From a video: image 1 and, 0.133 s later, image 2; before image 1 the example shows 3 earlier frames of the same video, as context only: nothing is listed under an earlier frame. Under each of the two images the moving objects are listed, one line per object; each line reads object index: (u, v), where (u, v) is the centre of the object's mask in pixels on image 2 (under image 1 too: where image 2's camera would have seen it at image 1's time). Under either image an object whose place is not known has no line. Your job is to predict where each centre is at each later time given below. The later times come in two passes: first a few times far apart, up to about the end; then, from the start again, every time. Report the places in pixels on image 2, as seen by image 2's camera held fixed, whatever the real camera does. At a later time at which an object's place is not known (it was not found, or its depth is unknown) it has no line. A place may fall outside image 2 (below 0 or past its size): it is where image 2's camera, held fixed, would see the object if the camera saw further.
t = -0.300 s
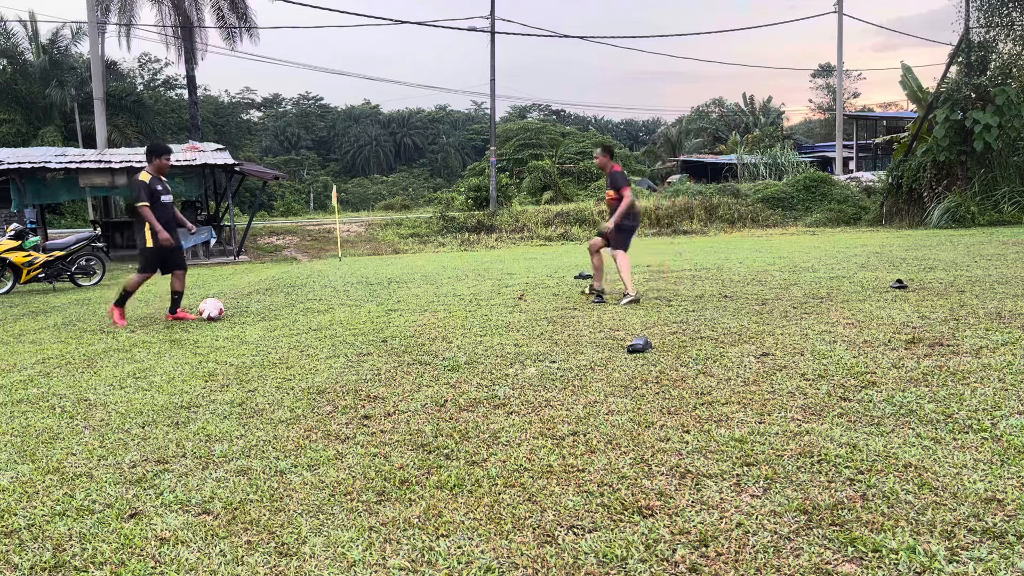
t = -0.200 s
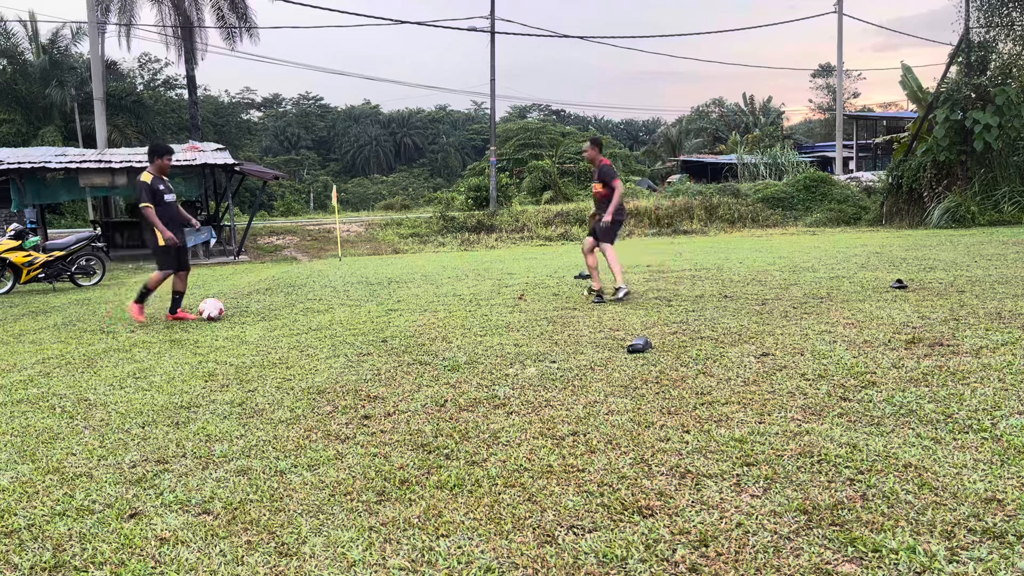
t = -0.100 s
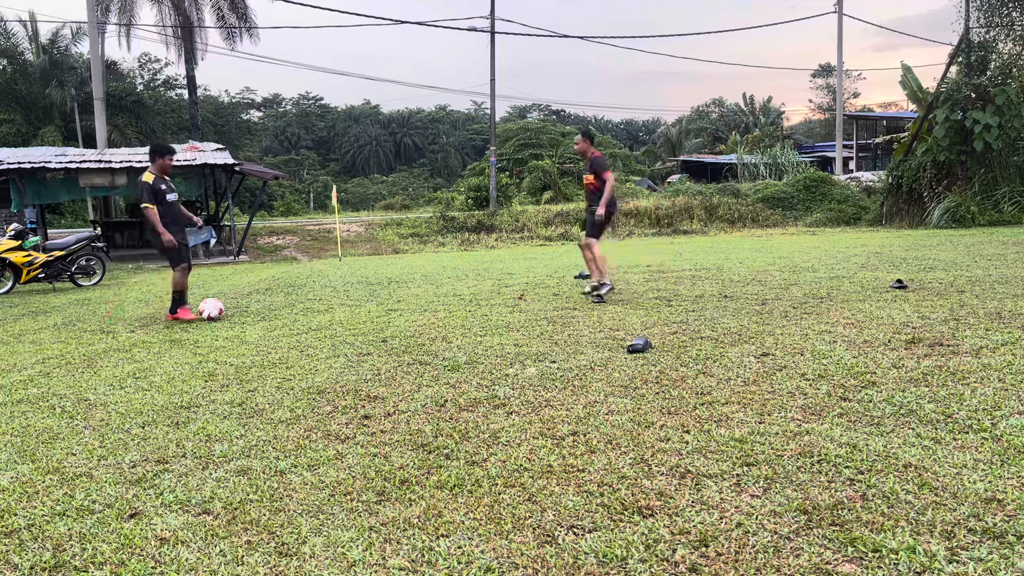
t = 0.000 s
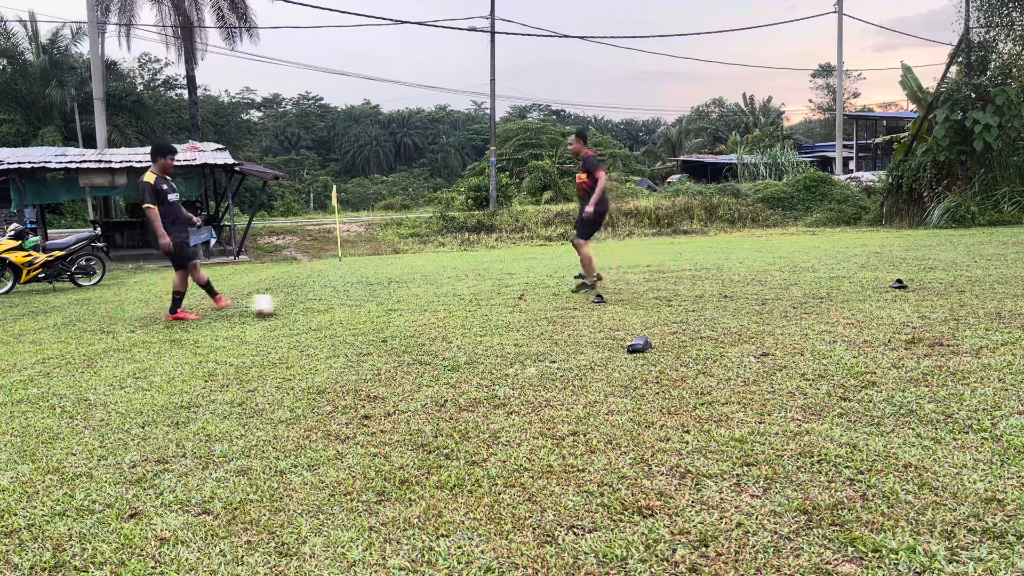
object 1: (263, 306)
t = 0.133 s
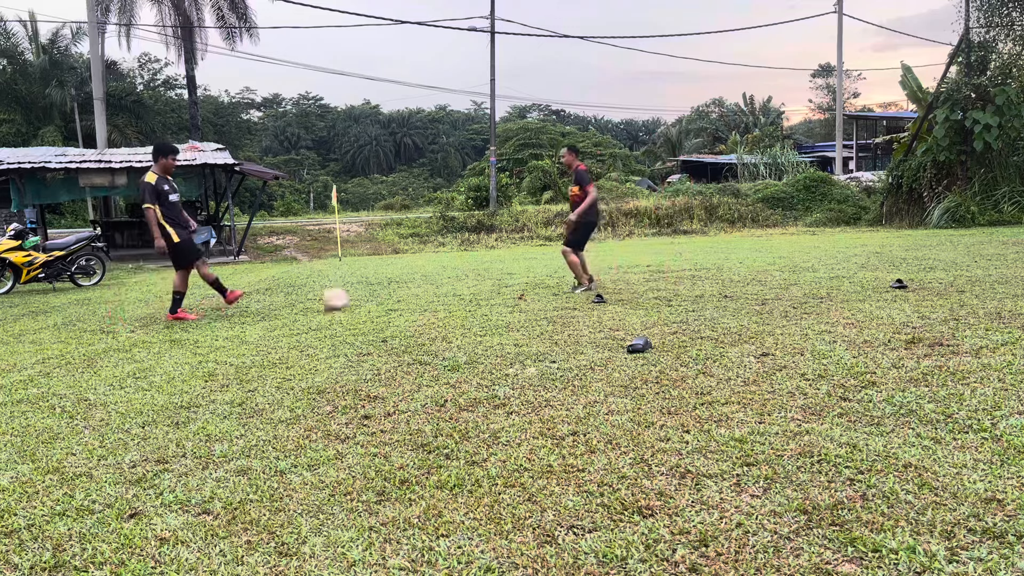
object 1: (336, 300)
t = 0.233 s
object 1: (379, 296)
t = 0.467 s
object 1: (463, 291)
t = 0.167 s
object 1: (351, 298)
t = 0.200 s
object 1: (366, 296)
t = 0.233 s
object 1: (379, 296)
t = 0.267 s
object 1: (393, 295)
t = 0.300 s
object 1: (404, 295)
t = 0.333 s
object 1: (416, 292)
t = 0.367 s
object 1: (429, 291)
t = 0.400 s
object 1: (439, 291)
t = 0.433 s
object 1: (448, 291)
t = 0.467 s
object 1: (463, 291)
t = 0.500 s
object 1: (473, 289)
